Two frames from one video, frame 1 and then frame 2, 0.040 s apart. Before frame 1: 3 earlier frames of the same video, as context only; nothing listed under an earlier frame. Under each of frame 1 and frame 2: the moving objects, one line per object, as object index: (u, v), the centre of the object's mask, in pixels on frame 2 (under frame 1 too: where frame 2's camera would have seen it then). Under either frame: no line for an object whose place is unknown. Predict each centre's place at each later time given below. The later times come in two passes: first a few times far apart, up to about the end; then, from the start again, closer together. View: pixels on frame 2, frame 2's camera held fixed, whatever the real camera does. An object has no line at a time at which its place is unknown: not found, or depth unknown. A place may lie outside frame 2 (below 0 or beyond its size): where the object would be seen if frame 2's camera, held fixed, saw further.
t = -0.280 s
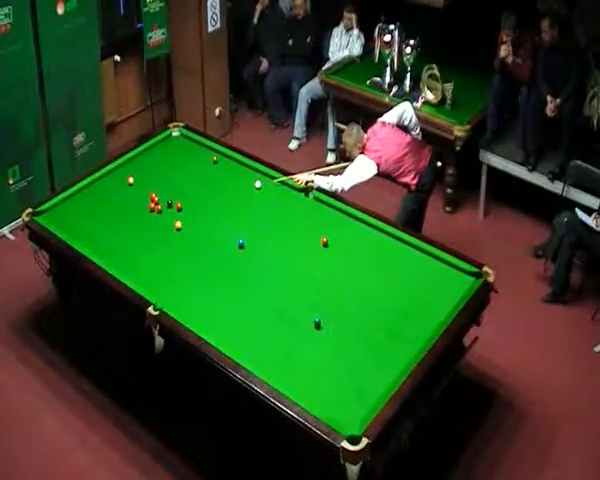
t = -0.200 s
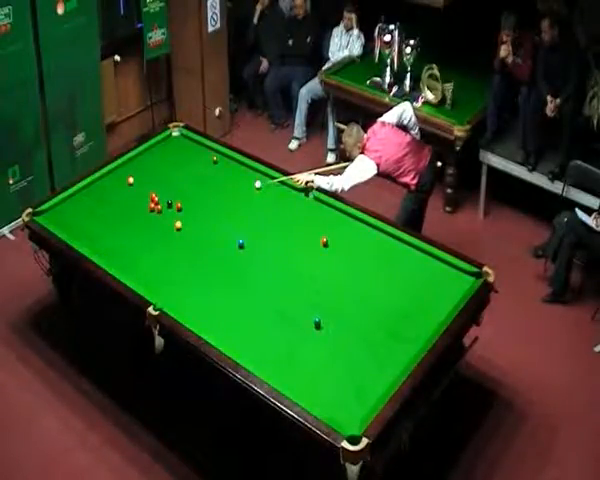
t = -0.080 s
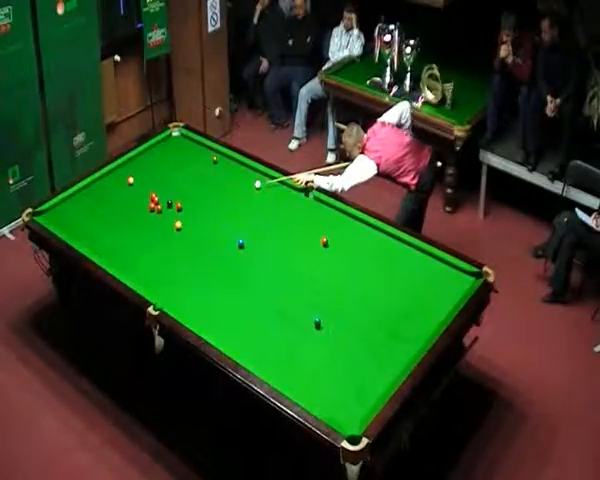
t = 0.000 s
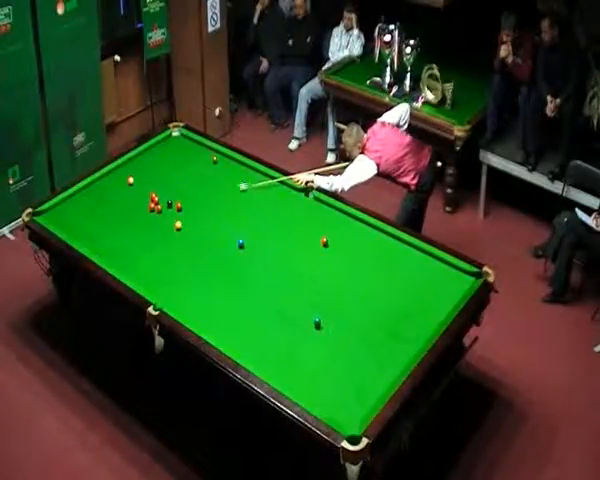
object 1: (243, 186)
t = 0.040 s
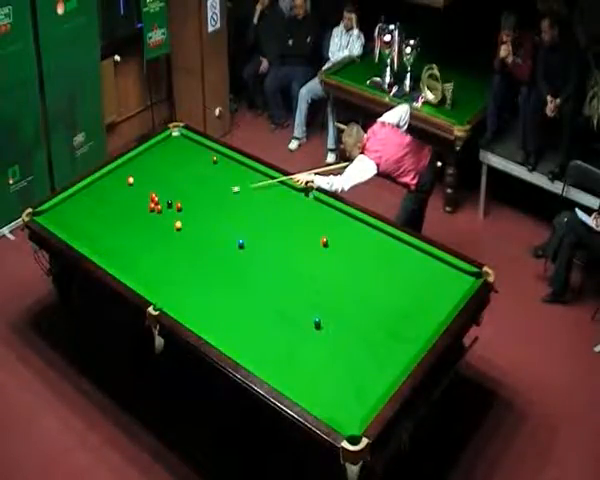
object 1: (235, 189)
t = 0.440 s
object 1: (180, 196)
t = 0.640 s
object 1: (161, 199)
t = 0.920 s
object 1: (152, 199)
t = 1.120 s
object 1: (144, 201)
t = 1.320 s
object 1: (138, 202)
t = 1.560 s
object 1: (131, 202)
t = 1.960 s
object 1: (120, 204)
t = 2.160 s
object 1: (116, 205)
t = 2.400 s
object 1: (110, 206)
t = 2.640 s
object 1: (107, 206)
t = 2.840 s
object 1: (103, 206)
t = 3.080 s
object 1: (100, 207)
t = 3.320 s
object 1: (97, 208)
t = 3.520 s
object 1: (96, 208)
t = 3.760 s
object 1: (95, 208)
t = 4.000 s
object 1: (93, 209)
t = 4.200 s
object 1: (93, 209)
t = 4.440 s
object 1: (93, 209)
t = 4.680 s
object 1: (93, 209)
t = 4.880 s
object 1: (93, 209)
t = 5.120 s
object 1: (93, 209)
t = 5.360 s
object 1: (93, 209)
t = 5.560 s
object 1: (93, 209)
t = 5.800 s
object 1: (93, 209)
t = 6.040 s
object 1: (93, 209)
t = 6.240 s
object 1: (93, 209)
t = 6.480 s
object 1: (93, 209)
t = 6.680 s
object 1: (93, 209)
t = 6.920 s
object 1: (93, 209)
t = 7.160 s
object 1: (93, 209)
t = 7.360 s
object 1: (93, 209)
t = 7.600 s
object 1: (93, 209)
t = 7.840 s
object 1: (93, 209)
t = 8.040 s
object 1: (93, 209)
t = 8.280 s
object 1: (93, 209)
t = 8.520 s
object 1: (93, 209)
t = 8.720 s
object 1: (93, 209)
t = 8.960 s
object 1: (93, 209)
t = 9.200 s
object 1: (93, 209)
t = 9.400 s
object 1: (93, 209)
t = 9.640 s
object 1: (93, 209)
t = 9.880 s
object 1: (93, 209)
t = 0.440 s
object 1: (180, 196)
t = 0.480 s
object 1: (174, 196)
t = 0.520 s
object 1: (167, 196)
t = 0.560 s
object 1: (162, 199)
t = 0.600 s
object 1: (161, 199)
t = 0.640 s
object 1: (161, 199)
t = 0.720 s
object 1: (161, 198)
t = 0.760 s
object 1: (157, 199)
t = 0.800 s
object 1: (157, 199)
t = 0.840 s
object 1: (155, 199)
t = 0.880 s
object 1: (154, 199)
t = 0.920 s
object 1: (152, 199)
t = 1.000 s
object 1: (149, 200)
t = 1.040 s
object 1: (148, 199)
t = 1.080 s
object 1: (146, 201)
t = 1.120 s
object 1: (144, 201)
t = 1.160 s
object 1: (142, 201)
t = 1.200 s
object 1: (140, 201)
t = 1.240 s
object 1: (140, 202)
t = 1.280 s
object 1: (140, 202)
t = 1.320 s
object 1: (138, 202)
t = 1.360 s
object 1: (136, 202)
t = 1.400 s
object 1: (136, 202)
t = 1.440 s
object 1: (134, 202)
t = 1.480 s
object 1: (134, 202)
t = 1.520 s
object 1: (133, 202)
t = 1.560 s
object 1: (131, 202)
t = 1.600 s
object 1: (131, 203)
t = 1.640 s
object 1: (128, 203)
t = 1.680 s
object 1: (129, 203)
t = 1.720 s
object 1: (127, 204)
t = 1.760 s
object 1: (125, 204)
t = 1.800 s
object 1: (123, 204)
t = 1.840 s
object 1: (123, 204)
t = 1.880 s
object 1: (123, 204)
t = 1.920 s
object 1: (121, 204)
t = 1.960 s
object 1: (120, 204)
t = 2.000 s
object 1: (119, 204)
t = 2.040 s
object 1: (118, 204)
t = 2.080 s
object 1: (118, 204)
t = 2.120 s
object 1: (116, 205)
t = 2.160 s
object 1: (116, 205)
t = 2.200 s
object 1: (115, 205)
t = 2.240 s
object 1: (115, 205)
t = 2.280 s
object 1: (113, 205)
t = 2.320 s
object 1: (113, 205)
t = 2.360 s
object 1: (111, 205)
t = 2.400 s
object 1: (110, 206)
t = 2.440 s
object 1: (110, 206)
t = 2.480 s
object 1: (109, 206)
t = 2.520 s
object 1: (109, 206)
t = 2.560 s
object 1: (108, 206)
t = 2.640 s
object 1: (107, 206)
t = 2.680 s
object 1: (106, 206)
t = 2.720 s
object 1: (106, 206)
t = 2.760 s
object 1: (105, 206)
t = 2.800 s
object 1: (103, 206)
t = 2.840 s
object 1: (103, 206)
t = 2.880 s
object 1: (103, 206)
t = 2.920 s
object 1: (102, 207)
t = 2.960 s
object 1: (102, 207)
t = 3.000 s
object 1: (101, 207)
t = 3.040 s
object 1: (100, 207)
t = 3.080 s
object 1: (100, 207)
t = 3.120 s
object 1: (100, 207)
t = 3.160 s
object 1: (99, 207)
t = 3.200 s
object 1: (99, 207)
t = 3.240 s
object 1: (98, 208)
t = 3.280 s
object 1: (98, 208)
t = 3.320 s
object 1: (97, 208)
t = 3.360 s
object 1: (97, 208)
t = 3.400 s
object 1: (97, 208)
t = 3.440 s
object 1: (96, 208)
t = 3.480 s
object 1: (96, 208)
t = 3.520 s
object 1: (96, 208)
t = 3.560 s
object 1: (95, 208)
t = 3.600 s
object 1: (95, 208)
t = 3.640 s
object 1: (95, 208)
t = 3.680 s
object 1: (95, 208)
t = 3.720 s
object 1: (95, 208)
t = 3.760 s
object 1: (95, 208)
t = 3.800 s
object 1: (94, 208)
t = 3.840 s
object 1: (94, 208)
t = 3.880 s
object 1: (94, 209)
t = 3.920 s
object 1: (94, 208)
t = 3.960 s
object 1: (93, 209)
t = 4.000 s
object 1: (93, 209)
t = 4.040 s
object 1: (93, 209)
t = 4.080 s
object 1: (93, 209)
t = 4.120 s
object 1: (93, 209)
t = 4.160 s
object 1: (93, 209)
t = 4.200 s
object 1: (93, 209)
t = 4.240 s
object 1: (93, 209)
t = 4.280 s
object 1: (93, 209)
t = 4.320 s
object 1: (93, 209)
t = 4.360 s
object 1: (93, 209)
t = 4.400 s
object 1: (93, 209)
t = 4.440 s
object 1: (93, 209)
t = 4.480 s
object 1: (93, 209)
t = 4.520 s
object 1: (93, 209)
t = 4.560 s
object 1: (93, 209)
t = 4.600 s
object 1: (93, 209)
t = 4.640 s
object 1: (93, 209)
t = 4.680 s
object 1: (93, 209)
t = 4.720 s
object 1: (93, 209)
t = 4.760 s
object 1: (93, 209)
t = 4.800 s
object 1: (93, 209)
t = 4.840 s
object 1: (93, 209)
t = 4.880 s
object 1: (93, 209)
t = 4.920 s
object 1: (93, 209)
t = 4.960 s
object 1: (93, 209)
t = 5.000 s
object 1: (93, 209)
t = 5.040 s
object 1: (93, 209)
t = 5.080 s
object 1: (93, 209)
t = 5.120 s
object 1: (93, 209)
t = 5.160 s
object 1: (93, 209)
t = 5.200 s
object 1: (93, 209)
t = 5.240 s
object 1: (93, 209)
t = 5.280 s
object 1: (93, 209)
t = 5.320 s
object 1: (93, 209)
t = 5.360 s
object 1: (93, 209)
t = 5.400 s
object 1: (93, 209)
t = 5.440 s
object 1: (93, 209)
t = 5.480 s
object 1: (93, 209)
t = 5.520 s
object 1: (93, 209)
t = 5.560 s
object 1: (93, 209)
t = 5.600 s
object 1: (93, 209)
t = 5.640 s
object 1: (93, 209)
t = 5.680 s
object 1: (93, 209)
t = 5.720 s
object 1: (93, 209)
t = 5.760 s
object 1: (93, 209)
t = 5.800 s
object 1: (93, 209)
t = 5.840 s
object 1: (93, 209)
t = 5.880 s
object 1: (93, 209)
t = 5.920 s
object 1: (93, 209)
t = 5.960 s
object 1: (93, 209)
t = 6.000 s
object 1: (93, 209)
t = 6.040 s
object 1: (93, 209)
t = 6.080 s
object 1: (93, 209)
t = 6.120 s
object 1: (93, 209)
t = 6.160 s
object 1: (93, 208)
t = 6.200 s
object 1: (93, 208)
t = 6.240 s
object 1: (93, 209)
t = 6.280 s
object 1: (93, 209)
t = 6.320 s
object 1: (93, 209)
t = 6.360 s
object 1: (93, 209)
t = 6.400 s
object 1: (93, 209)
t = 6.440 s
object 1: (93, 209)
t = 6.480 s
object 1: (93, 209)
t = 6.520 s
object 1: (93, 209)
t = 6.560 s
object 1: (93, 209)
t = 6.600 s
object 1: (93, 209)
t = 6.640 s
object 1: (93, 209)
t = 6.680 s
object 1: (93, 209)
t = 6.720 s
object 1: (93, 209)
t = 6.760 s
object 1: (93, 209)
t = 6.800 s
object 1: (93, 209)
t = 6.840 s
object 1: (93, 209)
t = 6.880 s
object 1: (93, 209)
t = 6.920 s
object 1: (93, 209)
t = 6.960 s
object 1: (93, 209)
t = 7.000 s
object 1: (93, 209)
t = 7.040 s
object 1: (93, 209)
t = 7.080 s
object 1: (93, 209)
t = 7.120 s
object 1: (93, 209)
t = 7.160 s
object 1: (93, 209)
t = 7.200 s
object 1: (93, 209)
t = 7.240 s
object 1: (93, 209)
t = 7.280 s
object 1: (93, 209)
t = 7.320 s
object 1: (93, 209)
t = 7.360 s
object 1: (93, 209)
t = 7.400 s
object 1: (93, 209)
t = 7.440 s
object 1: (93, 209)
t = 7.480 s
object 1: (93, 209)
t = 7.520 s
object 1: (93, 209)
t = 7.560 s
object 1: (93, 209)
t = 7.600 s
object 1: (93, 209)
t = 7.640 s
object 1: (93, 209)
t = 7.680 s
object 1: (93, 209)
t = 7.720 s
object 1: (93, 209)
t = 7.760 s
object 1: (93, 209)
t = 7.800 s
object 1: (93, 209)
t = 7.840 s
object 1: (93, 209)
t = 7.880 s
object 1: (93, 209)
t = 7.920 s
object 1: (93, 209)
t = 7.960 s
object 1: (93, 209)
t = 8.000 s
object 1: (93, 209)
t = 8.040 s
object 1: (93, 209)
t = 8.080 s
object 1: (93, 209)
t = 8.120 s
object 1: (93, 209)
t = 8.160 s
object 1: (93, 209)
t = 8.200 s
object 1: (93, 209)
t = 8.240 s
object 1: (93, 209)
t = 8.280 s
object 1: (93, 209)
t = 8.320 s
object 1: (93, 209)
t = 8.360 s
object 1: (93, 209)
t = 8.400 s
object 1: (93, 209)
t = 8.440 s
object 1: (93, 209)
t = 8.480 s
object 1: (93, 209)
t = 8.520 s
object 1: (93, 209)
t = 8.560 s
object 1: (93, 209)
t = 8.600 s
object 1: (93, 209)
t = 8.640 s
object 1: (93, 209)
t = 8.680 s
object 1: (93, 209)
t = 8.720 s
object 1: (93, 209)
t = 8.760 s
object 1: (93, 209)
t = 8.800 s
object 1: (93, 209)
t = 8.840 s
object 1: (93, 209)
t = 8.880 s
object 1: (93, 209)
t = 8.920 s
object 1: (93, 209)
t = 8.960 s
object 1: (93, 209)
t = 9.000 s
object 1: (93, 209)
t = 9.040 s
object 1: (93, 209)
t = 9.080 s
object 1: (93, 209)
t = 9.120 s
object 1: (93, 209)
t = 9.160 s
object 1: (93, 209)
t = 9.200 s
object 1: (93, 209)
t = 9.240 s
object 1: (93, 209)
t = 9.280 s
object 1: (93, 209)
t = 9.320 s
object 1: (93, 209)
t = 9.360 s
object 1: (93, 209)
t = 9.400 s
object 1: (93, 209)
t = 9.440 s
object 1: (93, 209)
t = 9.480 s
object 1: (93, 209)
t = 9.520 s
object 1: (93, 209)
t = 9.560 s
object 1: (93, 209)
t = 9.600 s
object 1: (93, 209)
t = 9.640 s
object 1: (93, 209)
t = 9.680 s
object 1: (93, 209)
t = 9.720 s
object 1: (93, 209)
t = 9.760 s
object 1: (93, 209)
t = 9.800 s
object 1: (93, 209)
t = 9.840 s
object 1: (93, 209)
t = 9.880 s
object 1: (93, 209)
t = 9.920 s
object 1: (93, 209)
